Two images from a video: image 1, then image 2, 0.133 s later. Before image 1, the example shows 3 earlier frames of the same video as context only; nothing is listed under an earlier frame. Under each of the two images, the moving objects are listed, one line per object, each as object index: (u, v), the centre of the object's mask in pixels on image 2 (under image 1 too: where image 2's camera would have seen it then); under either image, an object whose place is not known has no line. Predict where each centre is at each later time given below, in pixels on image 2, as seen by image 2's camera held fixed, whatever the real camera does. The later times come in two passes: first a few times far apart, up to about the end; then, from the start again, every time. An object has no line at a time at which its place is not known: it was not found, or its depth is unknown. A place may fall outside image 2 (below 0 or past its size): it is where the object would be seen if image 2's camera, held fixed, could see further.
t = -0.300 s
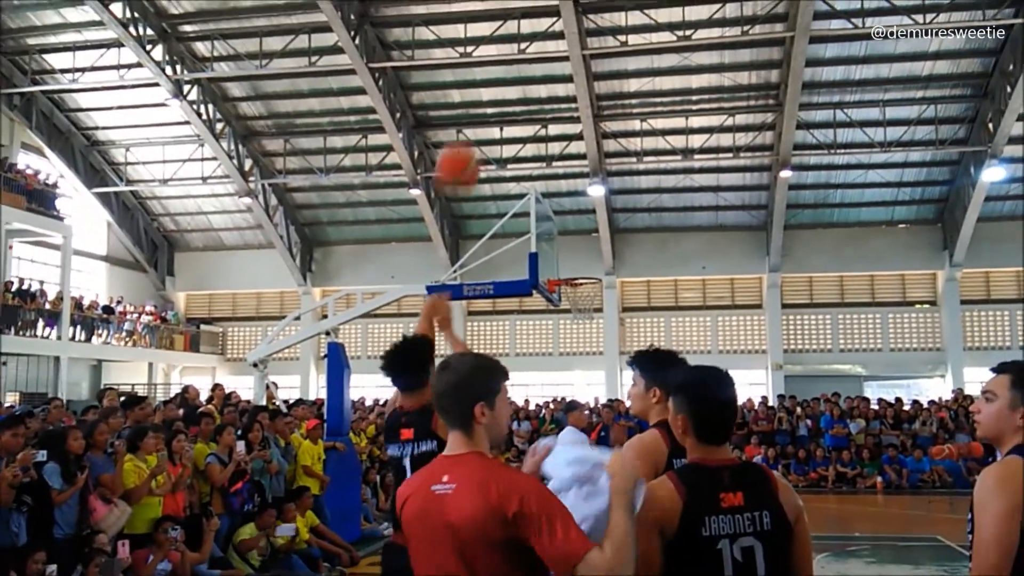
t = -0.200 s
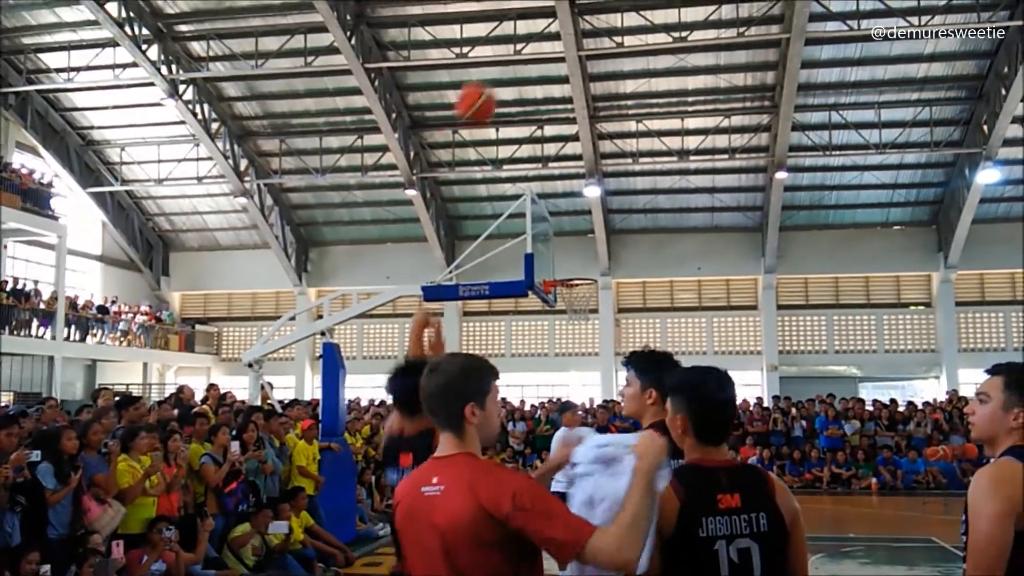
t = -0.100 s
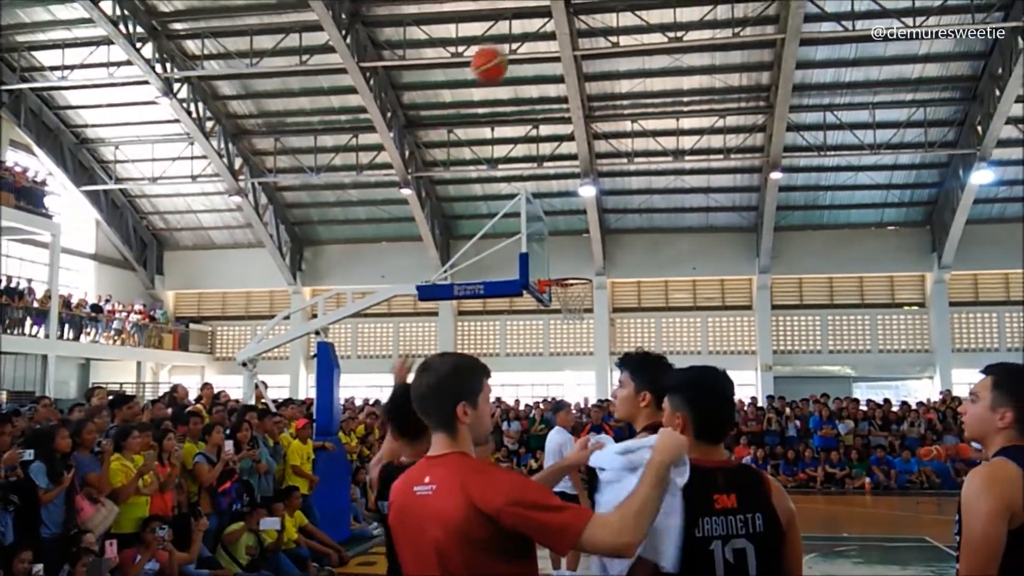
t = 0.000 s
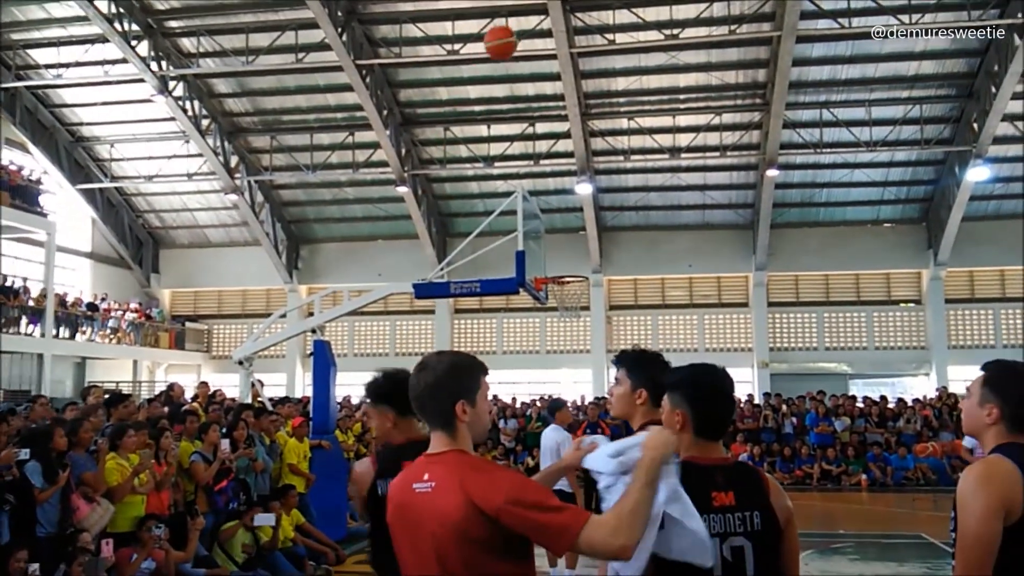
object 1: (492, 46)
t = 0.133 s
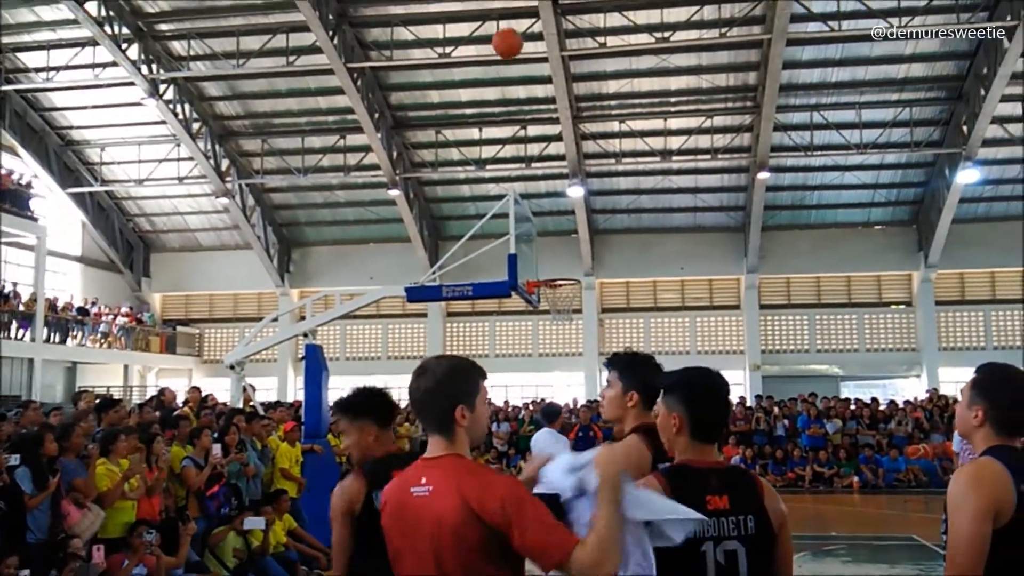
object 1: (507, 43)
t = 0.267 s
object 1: (520, 60)
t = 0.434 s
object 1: (533, 103)
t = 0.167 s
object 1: (510, 46)
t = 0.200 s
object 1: (514, 49)
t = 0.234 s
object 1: (517, 54)
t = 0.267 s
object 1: (520, 60)
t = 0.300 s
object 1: (523, 67)
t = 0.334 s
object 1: (525, 74)
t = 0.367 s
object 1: (528, 82)
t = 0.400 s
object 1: (531, 92)
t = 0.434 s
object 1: (533, 103)
